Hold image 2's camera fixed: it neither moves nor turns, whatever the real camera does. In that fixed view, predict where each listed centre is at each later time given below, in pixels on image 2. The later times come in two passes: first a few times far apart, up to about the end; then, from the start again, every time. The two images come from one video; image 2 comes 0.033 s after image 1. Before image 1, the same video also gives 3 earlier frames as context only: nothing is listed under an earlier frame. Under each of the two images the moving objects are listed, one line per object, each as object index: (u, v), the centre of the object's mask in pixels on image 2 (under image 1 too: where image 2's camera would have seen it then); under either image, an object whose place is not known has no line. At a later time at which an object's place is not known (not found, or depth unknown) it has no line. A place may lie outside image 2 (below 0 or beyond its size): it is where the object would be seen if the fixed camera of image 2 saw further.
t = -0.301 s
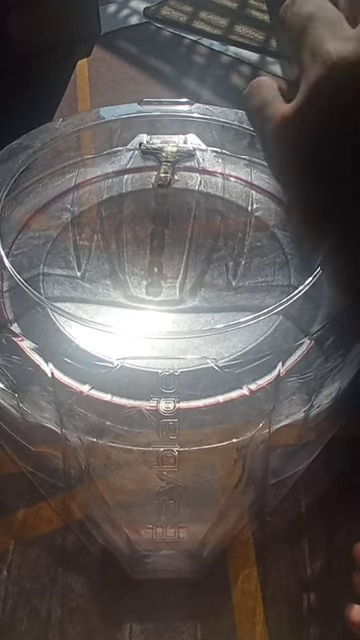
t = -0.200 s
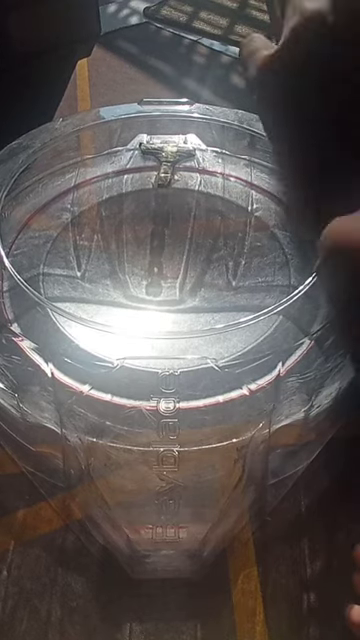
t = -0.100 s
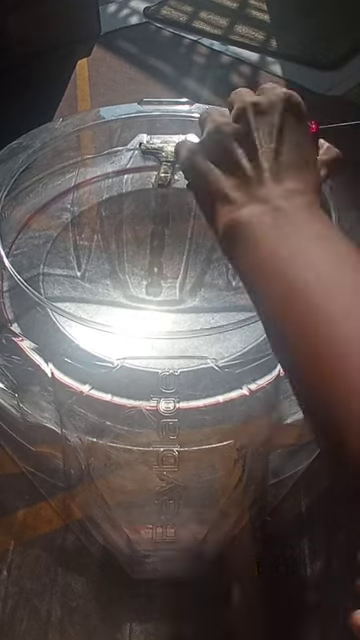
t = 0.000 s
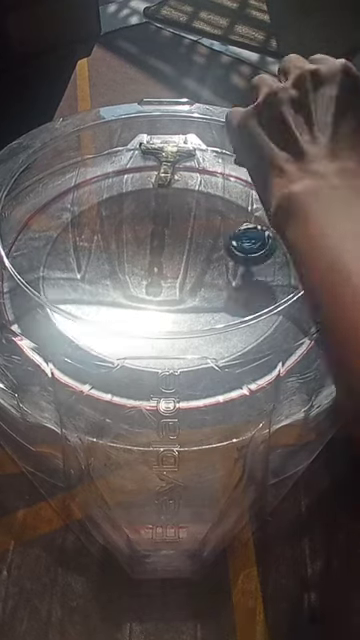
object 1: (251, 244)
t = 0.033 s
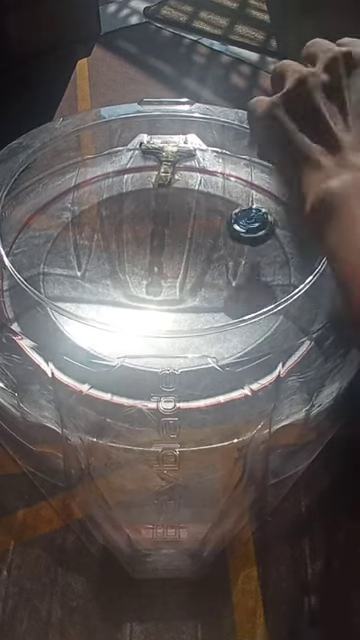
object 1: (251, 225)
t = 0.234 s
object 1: (207, 187)
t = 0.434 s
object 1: (89, 283)
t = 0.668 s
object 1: (239, 401)
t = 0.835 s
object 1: (272, 313)
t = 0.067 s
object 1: (252, 206)
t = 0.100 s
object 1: (252, 195)
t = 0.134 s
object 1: (250, 194)
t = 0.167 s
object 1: (239, 186)
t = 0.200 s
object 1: (223, 182)
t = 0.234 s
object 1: (207, 187)
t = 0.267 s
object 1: (185, 189)
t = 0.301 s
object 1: (160, 199)
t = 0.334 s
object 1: (136, 213)
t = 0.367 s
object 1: (113, 234)
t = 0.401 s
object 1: (96, 258)
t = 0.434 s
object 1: (89, 283)
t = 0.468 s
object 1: (93, 302)
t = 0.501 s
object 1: (98, 328)
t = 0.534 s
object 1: (116, 344)
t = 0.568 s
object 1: (160, 387)
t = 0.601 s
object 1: (198, 393)
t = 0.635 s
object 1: (230, 409)
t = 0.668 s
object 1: (239, 401)
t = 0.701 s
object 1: (247, 382)
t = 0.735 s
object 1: (251, 365)
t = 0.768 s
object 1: (259, 346)
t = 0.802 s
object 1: (272, 333)
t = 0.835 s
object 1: (272, 313)
